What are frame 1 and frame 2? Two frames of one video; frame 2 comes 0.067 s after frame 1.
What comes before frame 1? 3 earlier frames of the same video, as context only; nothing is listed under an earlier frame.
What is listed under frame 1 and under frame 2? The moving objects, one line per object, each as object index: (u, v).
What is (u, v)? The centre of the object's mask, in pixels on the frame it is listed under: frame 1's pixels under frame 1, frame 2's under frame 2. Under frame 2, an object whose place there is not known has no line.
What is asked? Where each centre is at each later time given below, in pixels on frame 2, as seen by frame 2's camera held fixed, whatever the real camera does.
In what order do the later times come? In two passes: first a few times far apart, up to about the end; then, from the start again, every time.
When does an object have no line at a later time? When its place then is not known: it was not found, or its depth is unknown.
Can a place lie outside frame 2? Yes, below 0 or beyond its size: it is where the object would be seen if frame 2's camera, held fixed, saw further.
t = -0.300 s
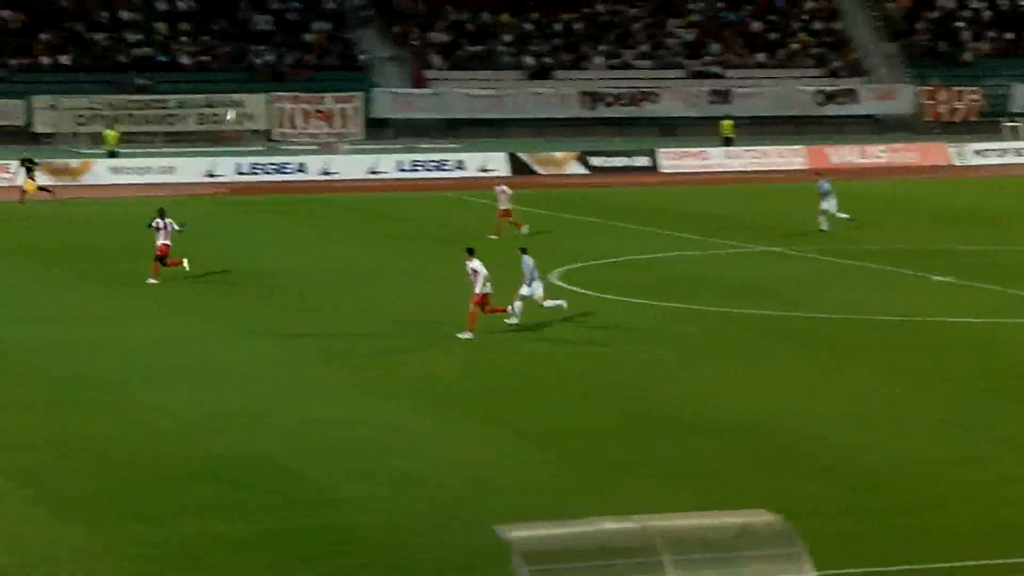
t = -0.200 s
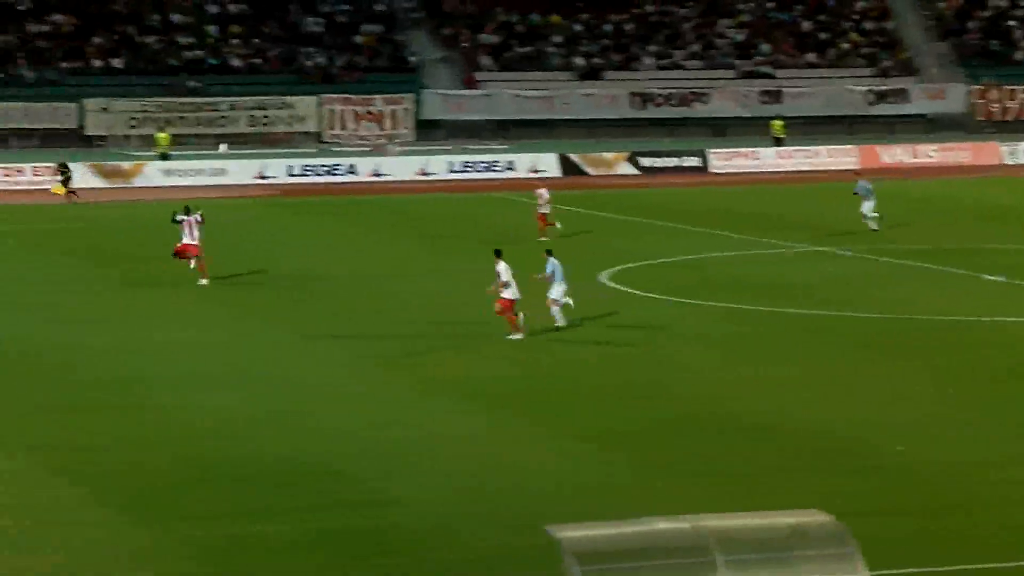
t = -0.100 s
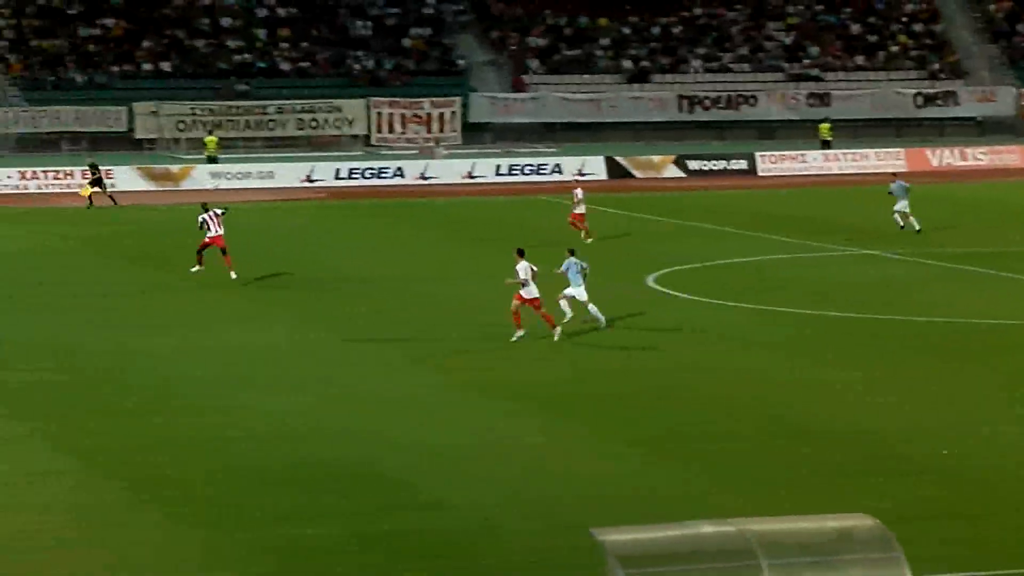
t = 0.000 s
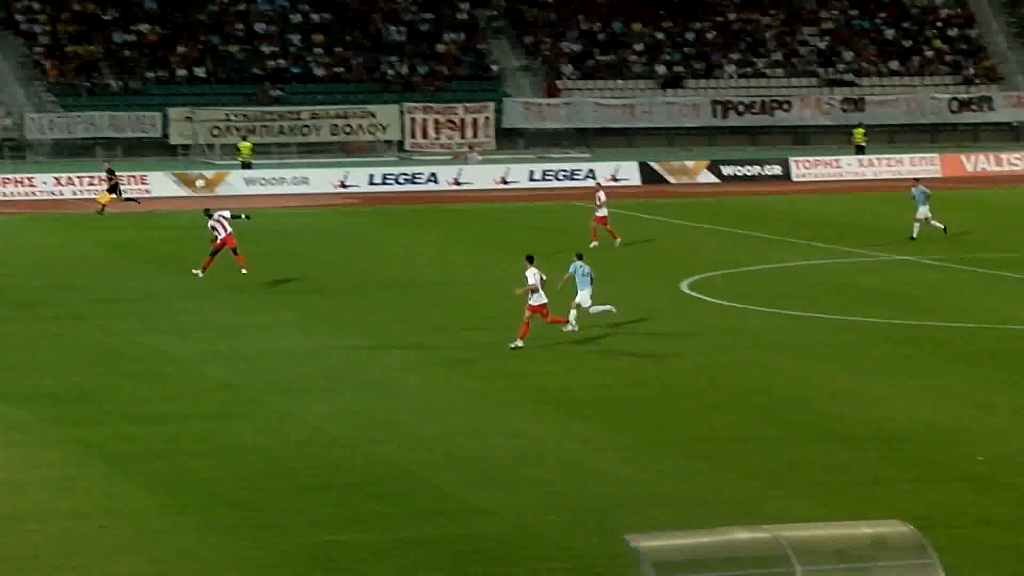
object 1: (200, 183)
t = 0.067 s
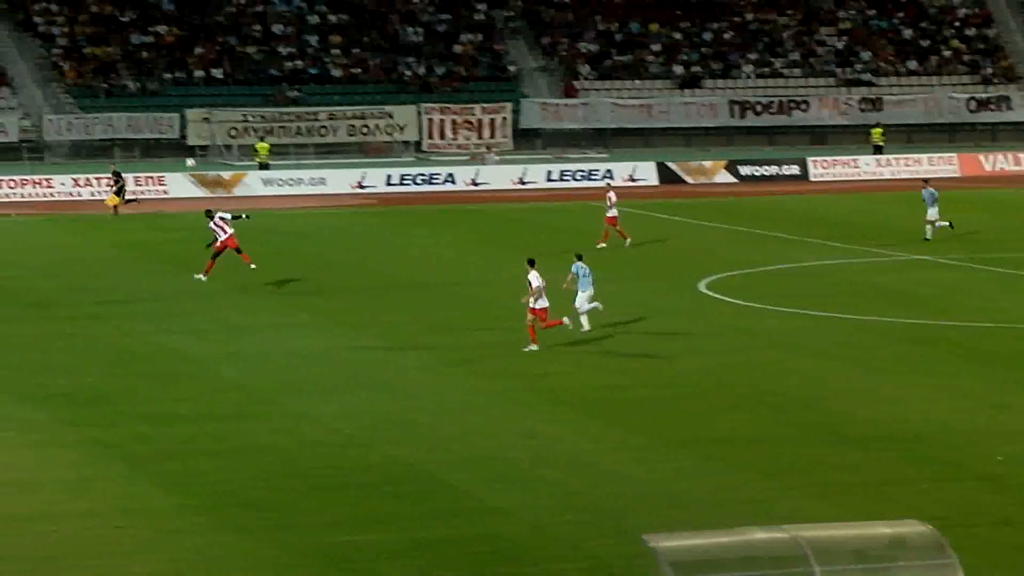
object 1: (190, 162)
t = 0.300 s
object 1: (90, 100)
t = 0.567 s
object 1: (-28, 53)
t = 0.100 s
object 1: (175, 152)
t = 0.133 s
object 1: (162, 143)
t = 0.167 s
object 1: (148, 134)
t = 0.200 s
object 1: (133, 125)
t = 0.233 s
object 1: (119, 116)
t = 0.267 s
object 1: (105, 108)
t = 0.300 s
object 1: (90, 100)
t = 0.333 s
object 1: (76, 92)
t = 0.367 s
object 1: (62, 86)
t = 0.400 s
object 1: (47, 80)
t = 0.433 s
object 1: (33, 73)
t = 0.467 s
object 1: (17, 67)
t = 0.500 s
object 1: (2, 62)
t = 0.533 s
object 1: (-13, 58)
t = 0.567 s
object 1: (-28, 53)
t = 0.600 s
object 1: (-42, 50)
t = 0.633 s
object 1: (-58, 45)
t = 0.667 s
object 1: (-72, 43)
